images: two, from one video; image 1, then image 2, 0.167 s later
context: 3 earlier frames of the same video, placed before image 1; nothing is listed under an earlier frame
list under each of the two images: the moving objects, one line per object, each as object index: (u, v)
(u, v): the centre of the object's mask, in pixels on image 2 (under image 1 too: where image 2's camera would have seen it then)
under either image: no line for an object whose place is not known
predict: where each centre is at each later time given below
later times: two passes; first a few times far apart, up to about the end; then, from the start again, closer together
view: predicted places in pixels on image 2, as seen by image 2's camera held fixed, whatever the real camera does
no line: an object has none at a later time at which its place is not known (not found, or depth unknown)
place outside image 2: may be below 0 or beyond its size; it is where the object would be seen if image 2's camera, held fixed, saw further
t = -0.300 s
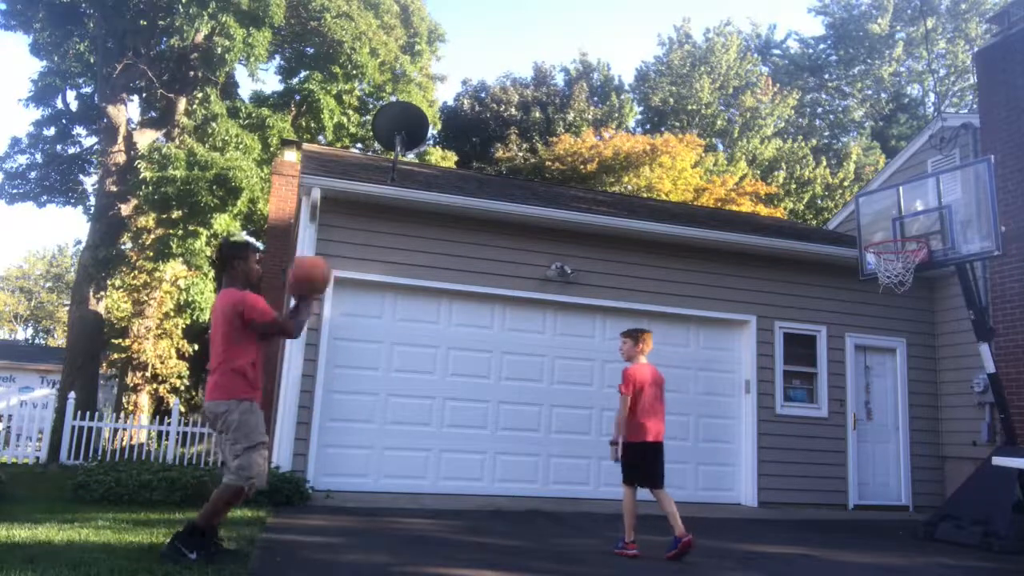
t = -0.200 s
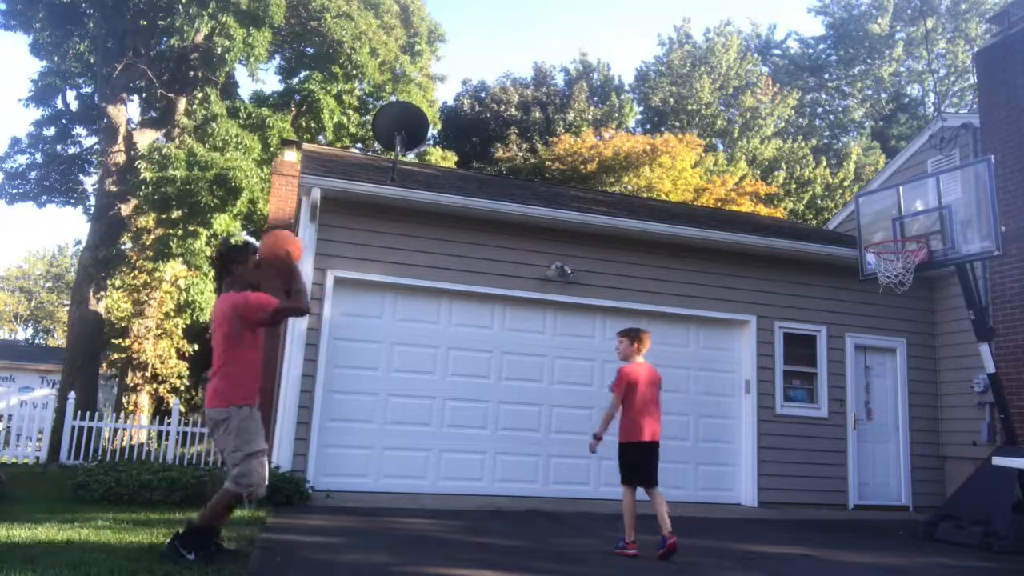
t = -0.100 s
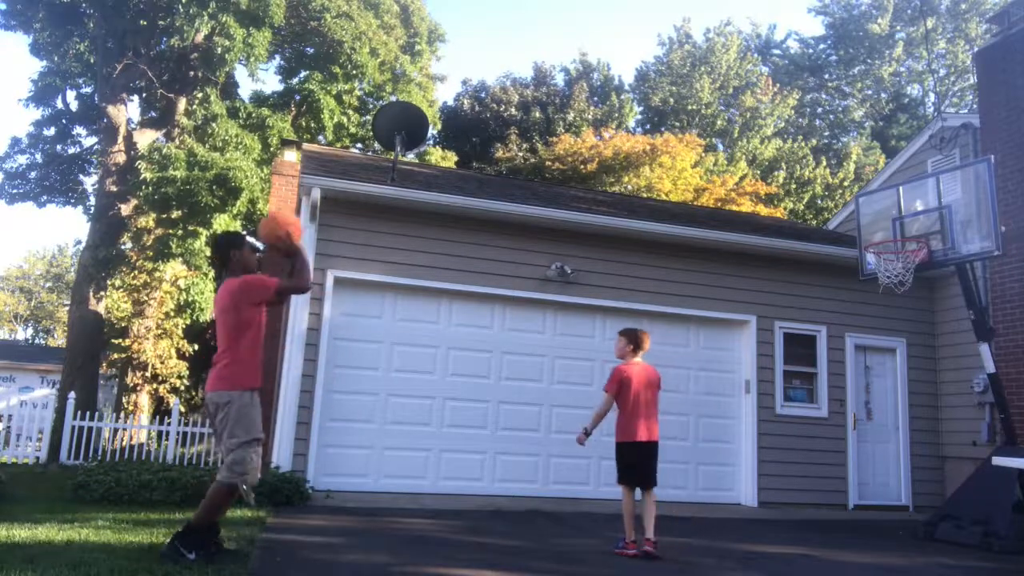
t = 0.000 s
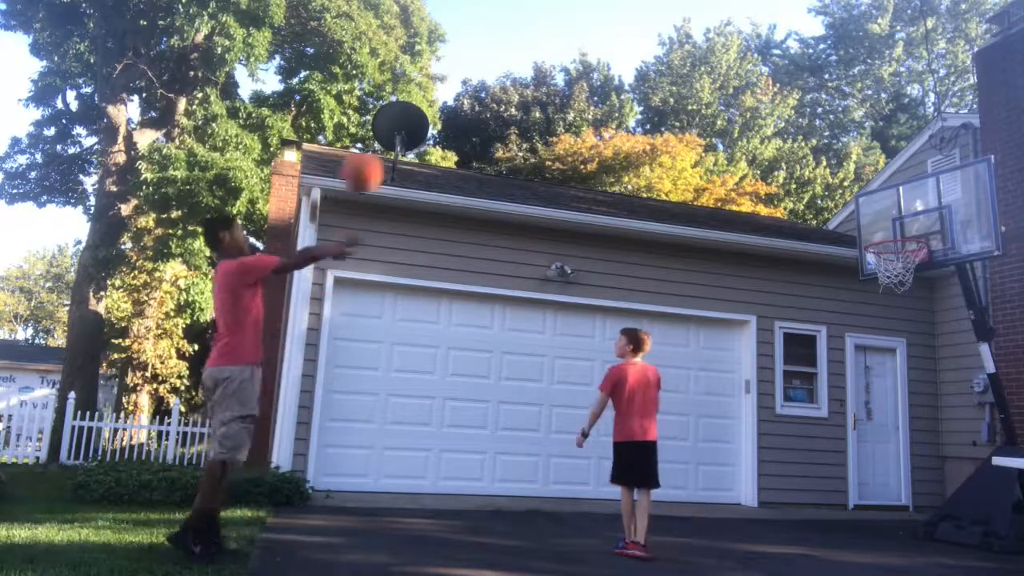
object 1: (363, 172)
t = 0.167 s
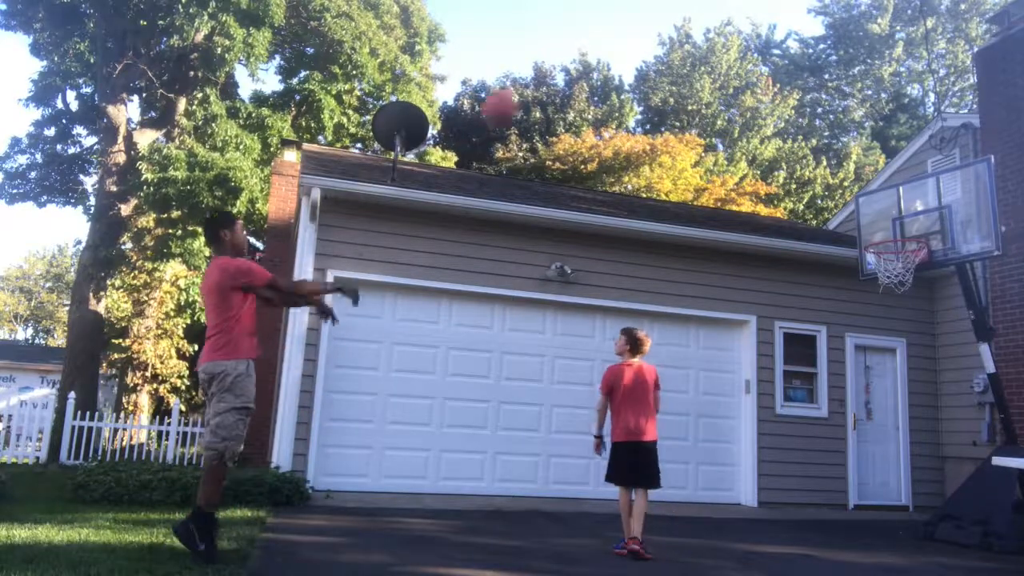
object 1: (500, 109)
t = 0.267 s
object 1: (570, 93)
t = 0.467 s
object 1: (687, 106)
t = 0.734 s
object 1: (821, 191)
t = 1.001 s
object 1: (886, 335)
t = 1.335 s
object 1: (902, 473)
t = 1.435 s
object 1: (892, 401)
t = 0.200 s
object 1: (524, 100)
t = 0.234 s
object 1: (545, 97)
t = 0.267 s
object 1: (570, 93)
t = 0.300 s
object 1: (592, 93)
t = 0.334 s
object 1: (612, 93)
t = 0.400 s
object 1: (651, 97)
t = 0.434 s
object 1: (669, 101)
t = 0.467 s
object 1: (687, 106)
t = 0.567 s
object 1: (740, 130)
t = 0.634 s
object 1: (775, 150)
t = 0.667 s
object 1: (792, 165)
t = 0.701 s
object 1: (806, 177)
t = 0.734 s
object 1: (821, 191)
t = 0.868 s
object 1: (875, 256)
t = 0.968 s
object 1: (883, 314)
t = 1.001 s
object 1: (886, 335)
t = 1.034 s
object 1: (889, 358)
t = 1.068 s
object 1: (892, 384)
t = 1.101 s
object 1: (896, 412)
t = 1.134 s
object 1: (899, 440)
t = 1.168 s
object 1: (902, 469)
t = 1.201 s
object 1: (907, 500)
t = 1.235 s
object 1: (910, 534)
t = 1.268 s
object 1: (909, 526)
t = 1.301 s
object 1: (904, 498)
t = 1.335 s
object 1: (902, 473)
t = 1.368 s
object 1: (899, 447)
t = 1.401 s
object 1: (896, 424)
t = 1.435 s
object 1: (892, 401)
